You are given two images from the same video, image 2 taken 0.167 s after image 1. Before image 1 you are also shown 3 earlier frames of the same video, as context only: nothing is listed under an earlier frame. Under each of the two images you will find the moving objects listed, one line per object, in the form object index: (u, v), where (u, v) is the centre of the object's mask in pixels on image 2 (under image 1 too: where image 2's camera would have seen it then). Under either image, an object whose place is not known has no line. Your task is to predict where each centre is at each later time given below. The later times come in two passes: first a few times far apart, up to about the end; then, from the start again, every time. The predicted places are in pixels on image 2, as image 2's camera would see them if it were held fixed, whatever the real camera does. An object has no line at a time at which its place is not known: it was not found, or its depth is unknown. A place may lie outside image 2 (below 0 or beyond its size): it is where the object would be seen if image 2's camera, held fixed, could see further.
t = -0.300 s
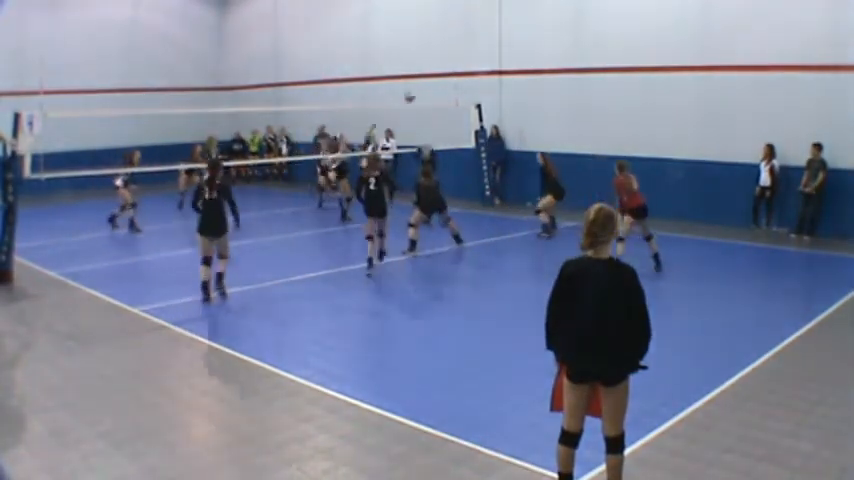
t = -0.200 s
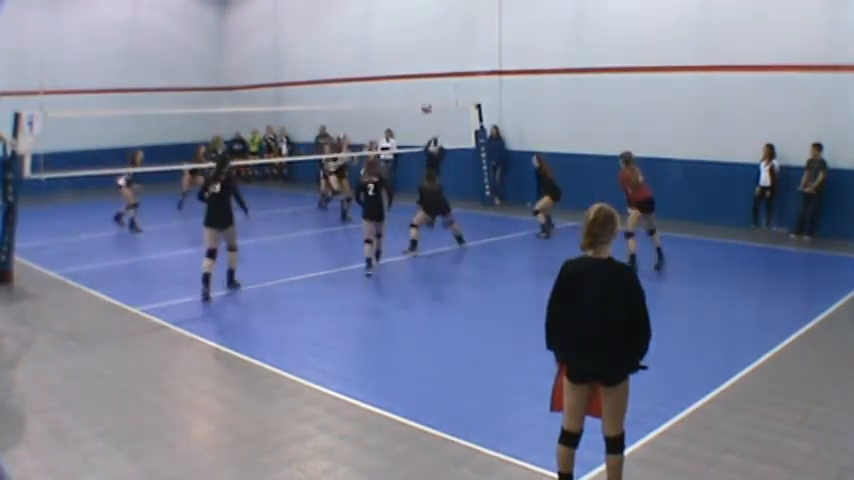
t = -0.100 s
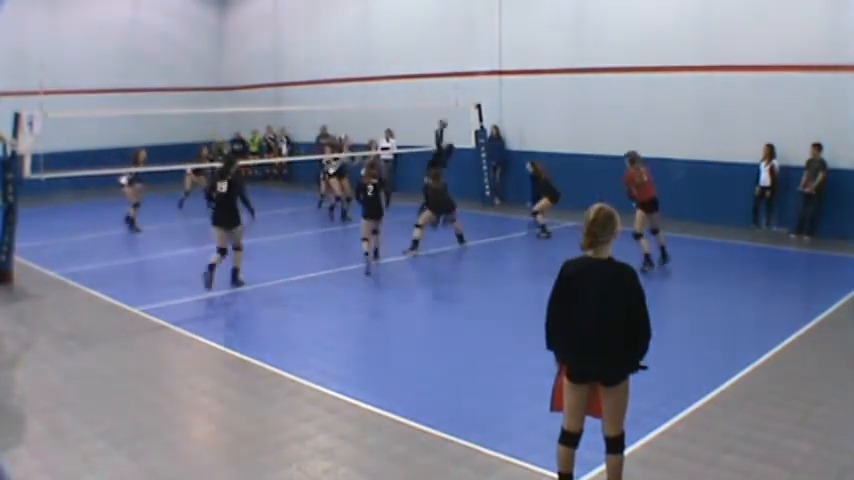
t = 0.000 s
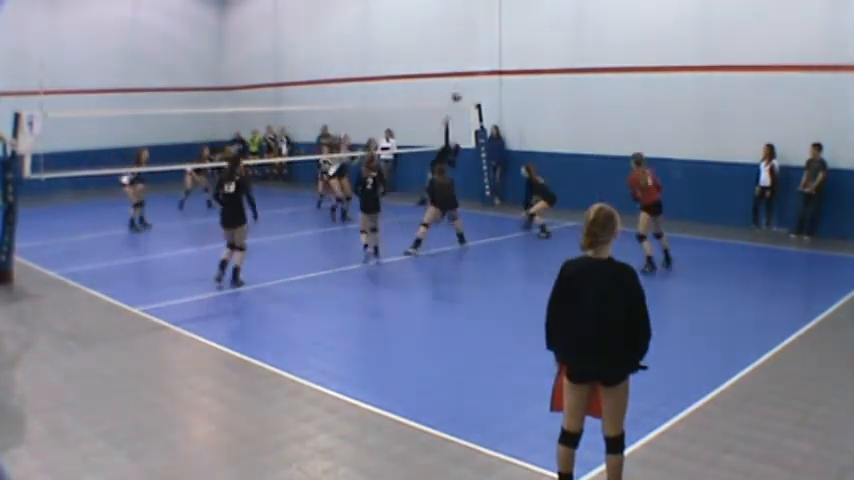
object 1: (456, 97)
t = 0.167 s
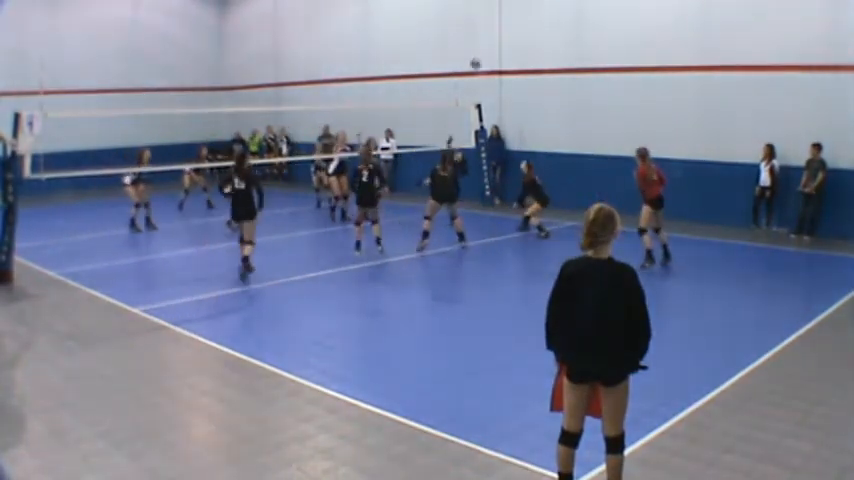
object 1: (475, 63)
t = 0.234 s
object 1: (483, 54)
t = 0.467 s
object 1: (513, 42)
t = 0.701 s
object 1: (542, 62)
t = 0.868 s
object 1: (565, 99)
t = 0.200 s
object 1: (479, 58)
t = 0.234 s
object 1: (483, 54)
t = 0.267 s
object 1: (487, 50)
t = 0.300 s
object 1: (491, 47)
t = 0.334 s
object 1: (496, 45)
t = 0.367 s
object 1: (500, 44)
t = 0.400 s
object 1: (504, 42)
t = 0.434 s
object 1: (508, 42)
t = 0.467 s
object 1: (513, 42)
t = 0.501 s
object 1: (517, 42)
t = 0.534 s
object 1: (521, 44)
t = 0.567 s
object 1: (526, 47)
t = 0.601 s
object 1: (530, 49)
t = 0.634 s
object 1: (534, 53)
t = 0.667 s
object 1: (538, 57)
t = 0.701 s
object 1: (542, 62)
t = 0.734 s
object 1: (547, 67)
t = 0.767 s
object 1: (552, 74)
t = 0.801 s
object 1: (556, 82)
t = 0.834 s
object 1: (561, 91)
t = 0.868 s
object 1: (565, 99)
